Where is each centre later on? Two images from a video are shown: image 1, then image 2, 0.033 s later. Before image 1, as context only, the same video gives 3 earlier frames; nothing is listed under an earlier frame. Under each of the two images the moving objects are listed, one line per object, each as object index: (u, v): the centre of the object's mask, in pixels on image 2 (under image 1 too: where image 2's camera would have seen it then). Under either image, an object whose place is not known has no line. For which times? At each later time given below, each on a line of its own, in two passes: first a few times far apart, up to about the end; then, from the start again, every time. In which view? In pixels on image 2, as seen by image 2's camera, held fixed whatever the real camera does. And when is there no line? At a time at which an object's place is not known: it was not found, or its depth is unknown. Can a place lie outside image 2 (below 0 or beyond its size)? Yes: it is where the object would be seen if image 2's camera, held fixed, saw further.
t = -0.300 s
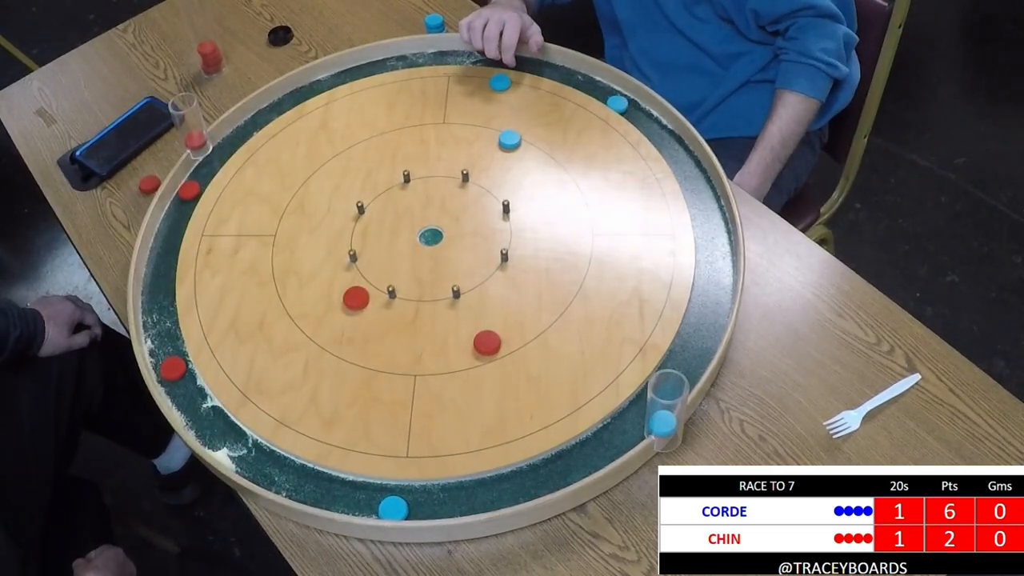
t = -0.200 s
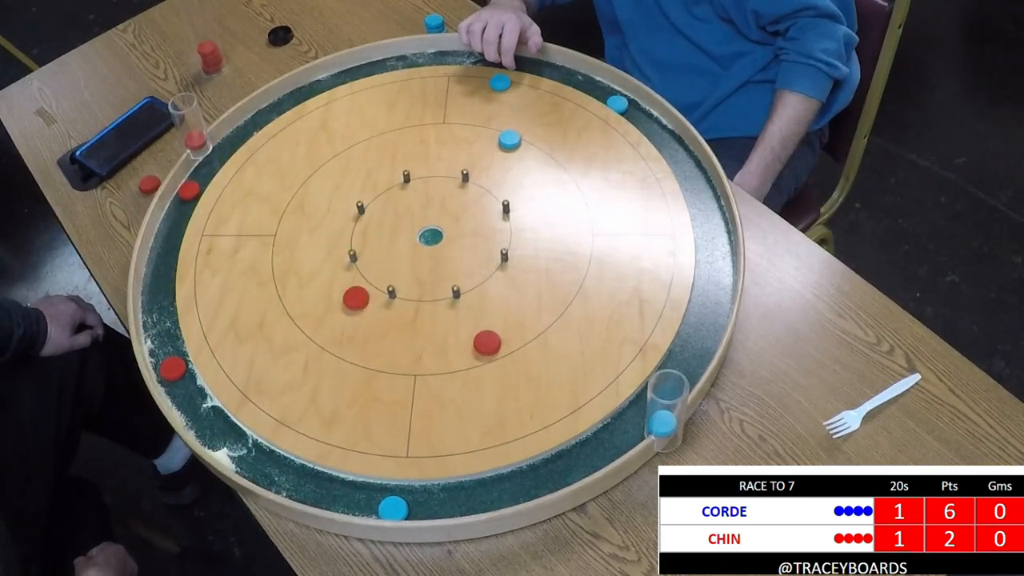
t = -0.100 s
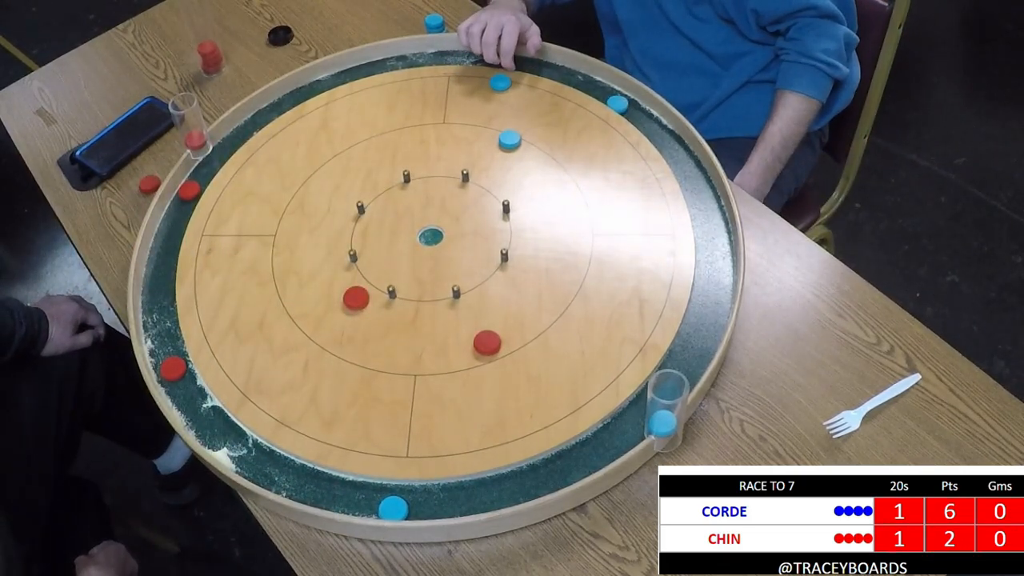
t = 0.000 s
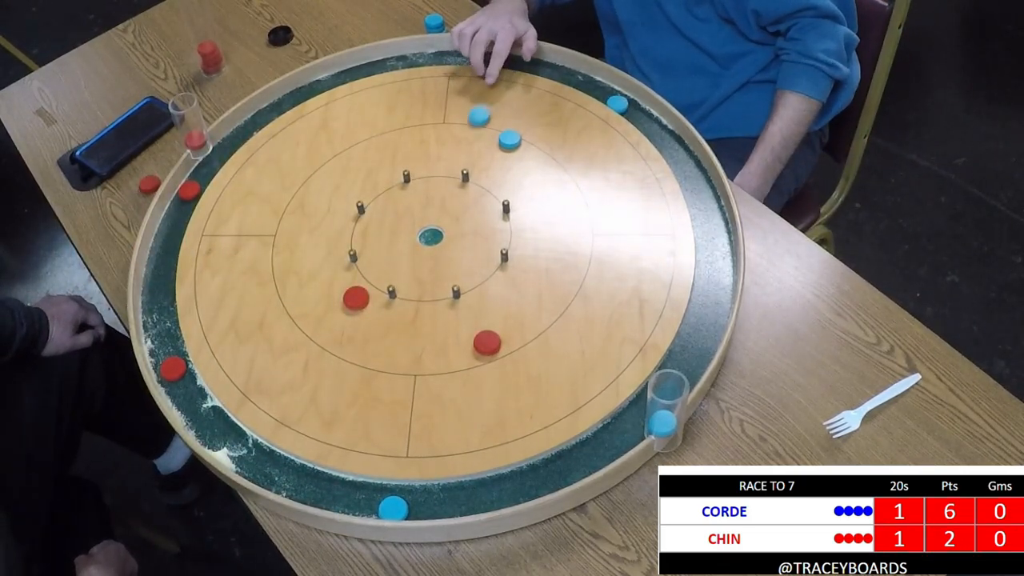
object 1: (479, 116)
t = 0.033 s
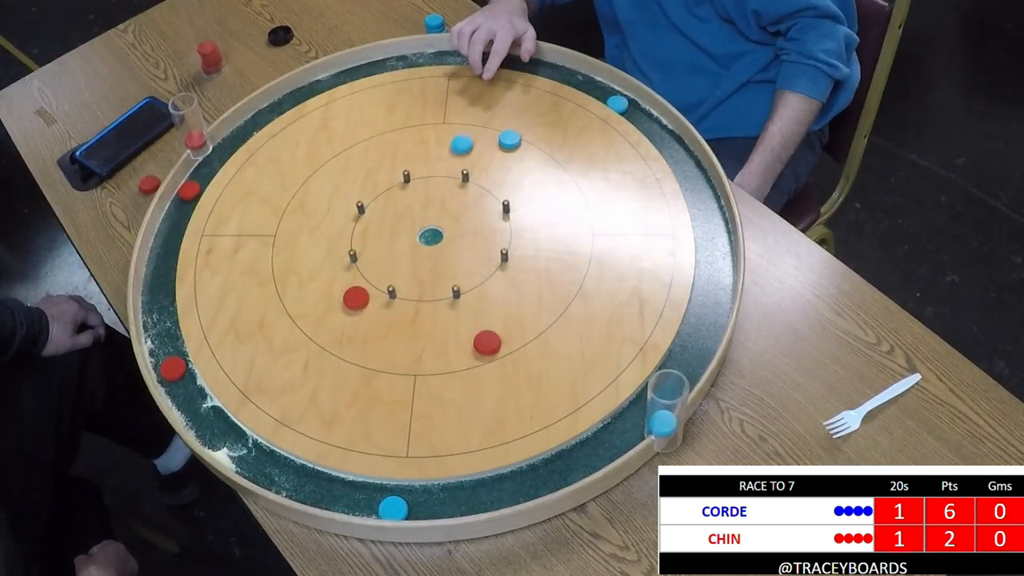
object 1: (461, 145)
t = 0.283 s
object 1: (350, 281)
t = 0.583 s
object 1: (314, 274)
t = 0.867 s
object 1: (313, 275)
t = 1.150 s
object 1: (313, 275)
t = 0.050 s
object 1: (453, 159)
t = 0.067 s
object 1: (444, 174)
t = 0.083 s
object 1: (434, 189)
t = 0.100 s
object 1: (425, 205)
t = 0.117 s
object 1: (415, 220)
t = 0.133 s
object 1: (406, 236)
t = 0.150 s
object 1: (396, 253)
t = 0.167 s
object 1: (386, 270)
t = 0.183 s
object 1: (377, 285)
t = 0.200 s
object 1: (375, 287)
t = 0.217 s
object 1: (369, 285)
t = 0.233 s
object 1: (364, 284)
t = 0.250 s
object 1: (359, 283)
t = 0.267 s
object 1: (355, 282)
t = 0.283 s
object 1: (350, 281)
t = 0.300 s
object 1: (346, 280)
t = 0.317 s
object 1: (342, 279)
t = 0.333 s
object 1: (339, 279)
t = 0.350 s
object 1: (335, 278)
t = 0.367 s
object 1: (332, 277)
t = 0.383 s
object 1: (329, 277)
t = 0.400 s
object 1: (326, 276)
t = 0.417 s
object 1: (324, 276)
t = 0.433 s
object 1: (322, 275)
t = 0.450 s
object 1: (320, 275)
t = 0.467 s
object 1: (319, 275)
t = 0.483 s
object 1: (317, 275)
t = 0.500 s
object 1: (316, 274)
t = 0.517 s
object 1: (315, 274)
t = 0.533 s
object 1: (315, 274)
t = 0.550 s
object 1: (314, 274)
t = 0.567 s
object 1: (314, 274)
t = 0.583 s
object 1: (314, 274)
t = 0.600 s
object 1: (313, 274)
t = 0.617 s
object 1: (313, 274)
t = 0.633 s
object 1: (313, 274)
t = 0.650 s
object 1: (313, 274)
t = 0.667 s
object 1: (313, 274)
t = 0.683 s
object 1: (313, 274)
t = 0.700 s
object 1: (313, 275)
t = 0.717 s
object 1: (313, 275)
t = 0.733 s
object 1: (313, 275)
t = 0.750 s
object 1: (313, 275)
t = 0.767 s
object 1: (313, 275)
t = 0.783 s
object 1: (313, 275)
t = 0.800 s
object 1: (313, 275)
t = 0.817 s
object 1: (313, 275)
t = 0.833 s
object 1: (313, 275)
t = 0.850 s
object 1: (313, 275)
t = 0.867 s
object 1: (313, 275)
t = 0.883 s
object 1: (313, 275)
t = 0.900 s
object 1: (313, 275)
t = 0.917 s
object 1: (313, 275)
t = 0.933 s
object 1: (313, 275)
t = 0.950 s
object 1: (313, 275)
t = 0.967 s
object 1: (313, 275)
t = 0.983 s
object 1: (313, 275)
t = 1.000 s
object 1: (313, 275)
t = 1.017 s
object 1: (313, 275)
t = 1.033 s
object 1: (313, 275)
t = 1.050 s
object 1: (313, 275)
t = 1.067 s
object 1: (313, 275)
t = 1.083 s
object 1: (313, 275)
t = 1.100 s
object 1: (313, 275)
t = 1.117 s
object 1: (313, 275)
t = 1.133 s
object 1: (313, 275)
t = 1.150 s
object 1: (313, 275)
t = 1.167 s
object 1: (313, 275)
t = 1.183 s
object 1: (313, 274)
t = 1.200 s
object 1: (313, 275)
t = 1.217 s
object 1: (313, 275)
